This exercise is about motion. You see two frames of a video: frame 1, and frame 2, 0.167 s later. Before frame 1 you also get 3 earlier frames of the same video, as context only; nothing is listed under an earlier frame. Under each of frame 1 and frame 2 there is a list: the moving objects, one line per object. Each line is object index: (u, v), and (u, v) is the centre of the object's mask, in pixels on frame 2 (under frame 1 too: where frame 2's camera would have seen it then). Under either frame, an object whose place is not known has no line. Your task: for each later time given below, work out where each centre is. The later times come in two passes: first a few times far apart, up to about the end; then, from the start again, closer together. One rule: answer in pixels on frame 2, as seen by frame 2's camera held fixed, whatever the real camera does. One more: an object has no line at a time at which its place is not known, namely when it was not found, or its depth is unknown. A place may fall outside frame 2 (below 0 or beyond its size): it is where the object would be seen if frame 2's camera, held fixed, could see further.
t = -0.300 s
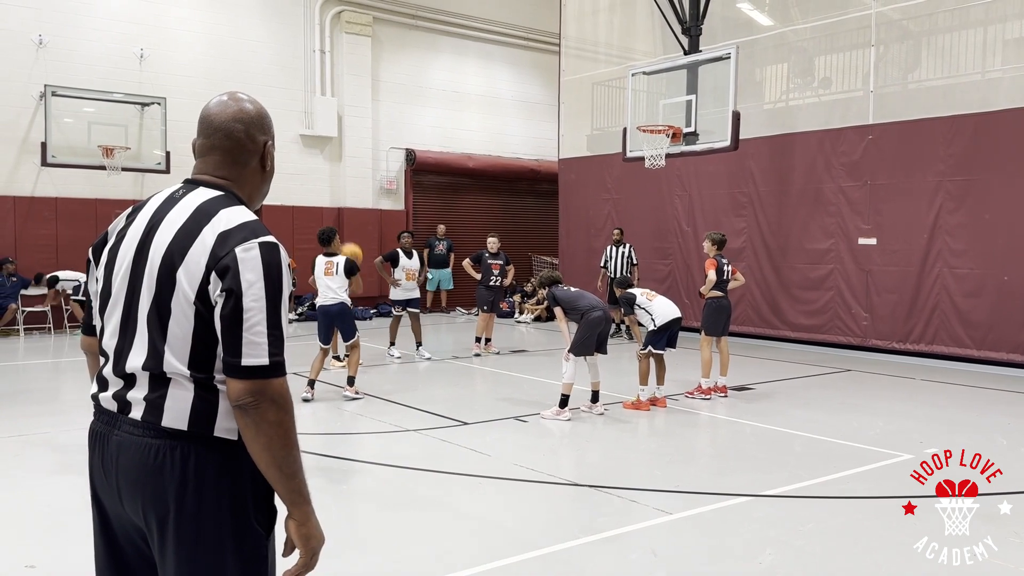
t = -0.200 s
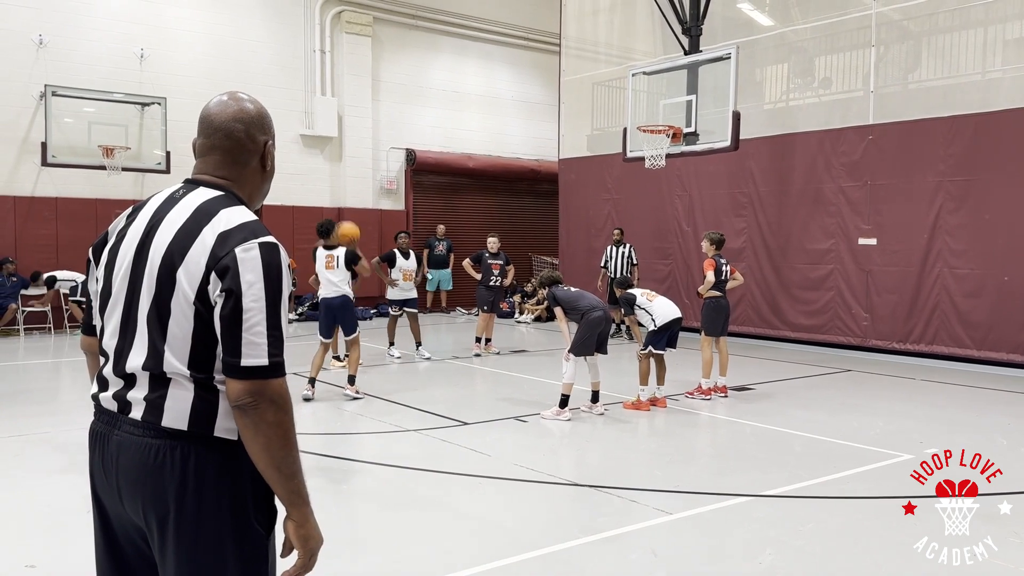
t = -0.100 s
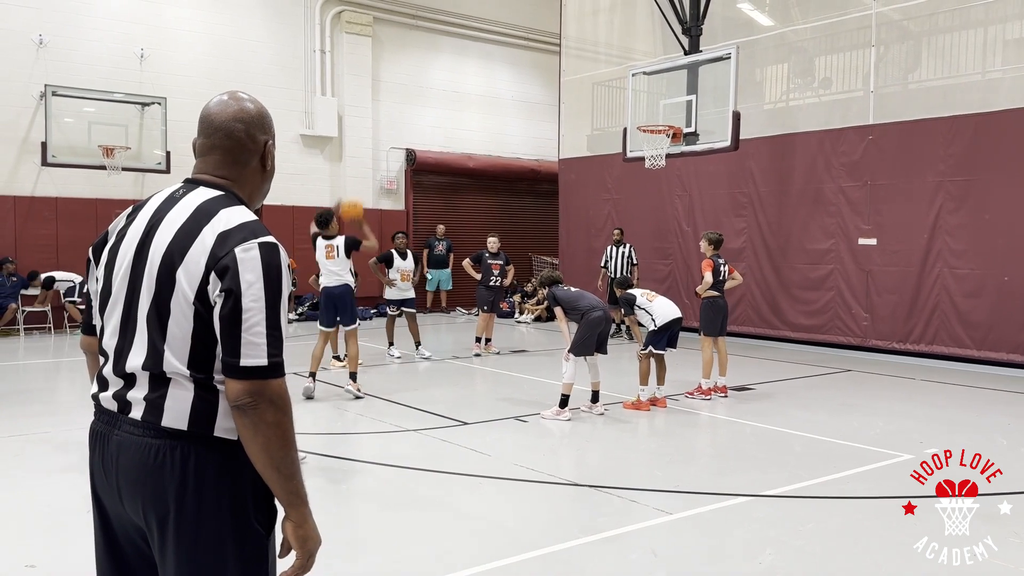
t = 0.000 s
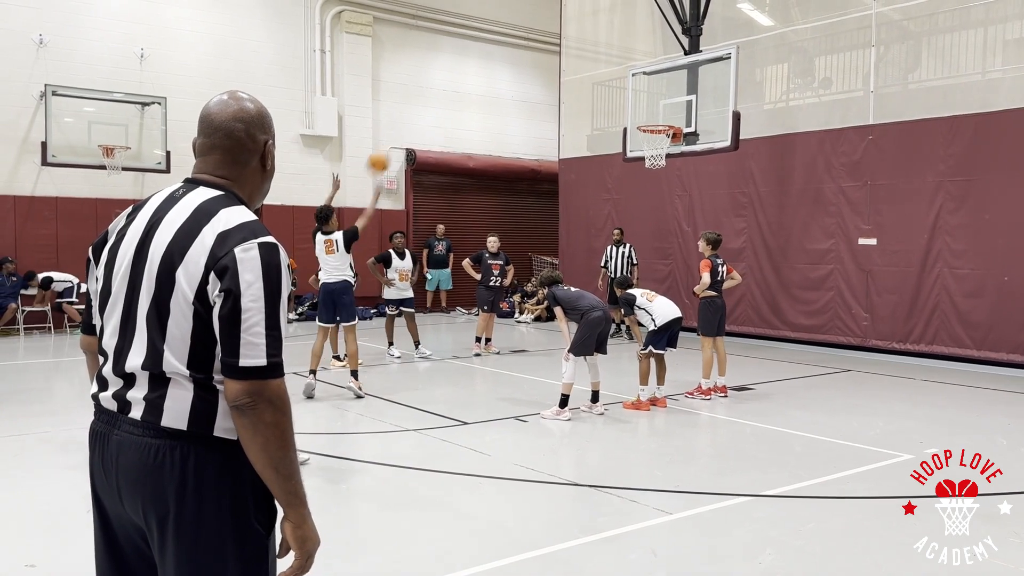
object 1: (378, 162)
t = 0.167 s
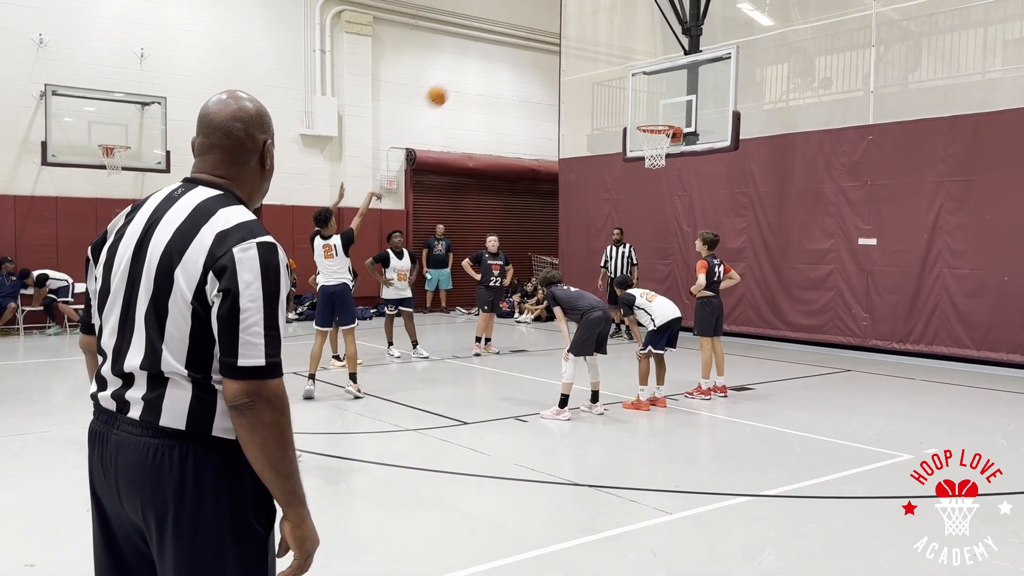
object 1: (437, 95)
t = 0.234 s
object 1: (459, 78)
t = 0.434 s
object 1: (520, 50)
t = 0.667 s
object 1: (583, 62)
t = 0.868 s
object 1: (630, 103)
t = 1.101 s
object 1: (664, 98)
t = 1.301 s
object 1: (655, 87)
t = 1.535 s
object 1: (644, 114)
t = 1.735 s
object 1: (637, 146)
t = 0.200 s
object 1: (448, 86)
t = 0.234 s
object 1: (459, 78)
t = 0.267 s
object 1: (470, 70)
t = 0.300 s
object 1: (480, 64)
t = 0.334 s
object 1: (491, 59)
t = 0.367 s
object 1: (501, 54)
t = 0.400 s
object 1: (511, 52)
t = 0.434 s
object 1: (520, 50)
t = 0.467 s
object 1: (530, 48)
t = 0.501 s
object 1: (539, 48)
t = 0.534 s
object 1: (549, 49)
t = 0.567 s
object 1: (557, 51)
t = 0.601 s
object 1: (566, 54)
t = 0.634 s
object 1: (574, 57)
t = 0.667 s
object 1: (583, 62)
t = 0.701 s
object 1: (591, 67)
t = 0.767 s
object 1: (607, 79)
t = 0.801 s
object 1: (614, 86)
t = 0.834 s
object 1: (622, 94)
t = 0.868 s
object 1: (630, 103)
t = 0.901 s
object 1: (637, 112)
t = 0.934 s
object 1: (644, 120)
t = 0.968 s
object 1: (648, 115)
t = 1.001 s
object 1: (652, 110)
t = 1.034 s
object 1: (657, 105)
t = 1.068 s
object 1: (661, 101)
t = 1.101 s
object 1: (664, 98)
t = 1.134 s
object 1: (662, 94)
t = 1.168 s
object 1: (661, 91)
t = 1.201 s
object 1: (660, 89)
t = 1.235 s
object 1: (658, 87)
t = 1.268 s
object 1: (657, 87)
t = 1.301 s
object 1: (655, 87)
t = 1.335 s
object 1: (654, 89)
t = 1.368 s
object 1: (652, 91)
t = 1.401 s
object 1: (651, 93)
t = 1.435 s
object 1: (649, 98)
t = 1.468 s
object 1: (648, 102)
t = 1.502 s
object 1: (646, 108)
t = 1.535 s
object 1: (644, 114)
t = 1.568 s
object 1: (642, 120)
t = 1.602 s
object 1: (641, 123)
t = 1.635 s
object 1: (640, 128)
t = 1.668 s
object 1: (639, 133)
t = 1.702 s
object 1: (639, 139)
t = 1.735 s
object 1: (637, 146)
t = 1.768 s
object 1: (636, 155)
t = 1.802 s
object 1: (634, 164)
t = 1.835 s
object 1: (633, 173)
